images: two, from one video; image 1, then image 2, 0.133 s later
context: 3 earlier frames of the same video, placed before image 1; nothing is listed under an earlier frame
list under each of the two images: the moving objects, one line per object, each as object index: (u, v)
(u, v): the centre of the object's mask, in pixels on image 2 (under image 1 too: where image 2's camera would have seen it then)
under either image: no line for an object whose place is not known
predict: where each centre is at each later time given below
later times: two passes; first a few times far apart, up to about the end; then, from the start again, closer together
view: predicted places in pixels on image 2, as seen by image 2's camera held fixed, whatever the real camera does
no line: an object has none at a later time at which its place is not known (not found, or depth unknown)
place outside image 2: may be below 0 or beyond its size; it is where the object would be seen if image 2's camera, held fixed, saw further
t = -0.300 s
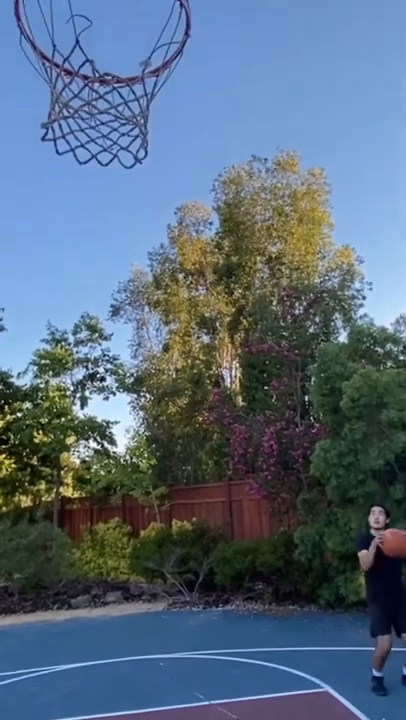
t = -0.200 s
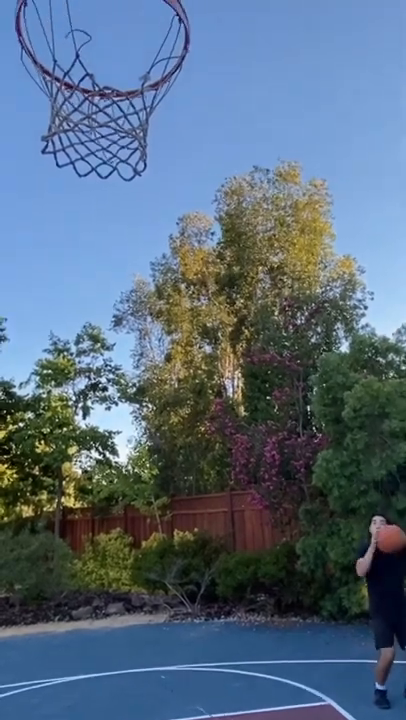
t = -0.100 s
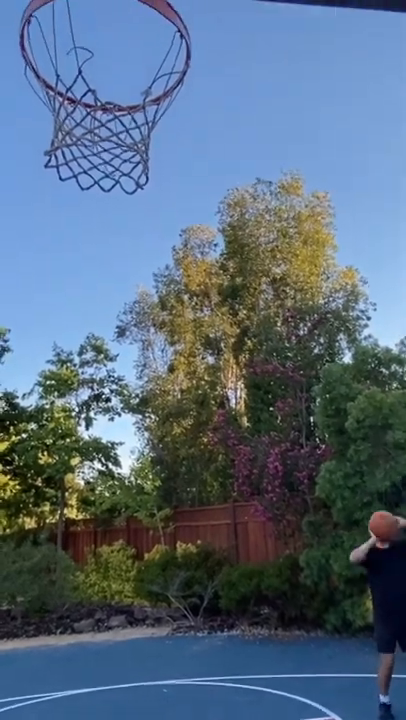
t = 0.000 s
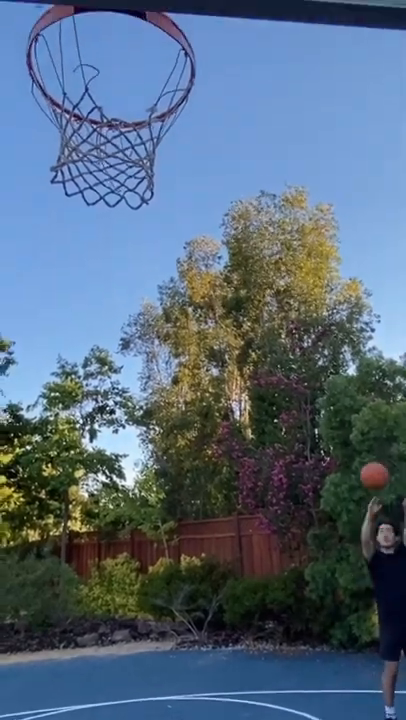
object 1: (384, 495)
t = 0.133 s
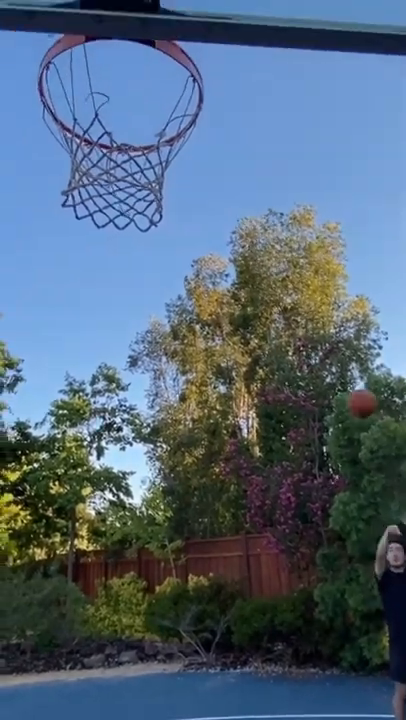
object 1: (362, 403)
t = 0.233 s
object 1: (344, 342)
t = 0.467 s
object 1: (300, 225)
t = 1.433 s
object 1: (181, 280)
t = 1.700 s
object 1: (293, 652)
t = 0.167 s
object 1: (355, 382)
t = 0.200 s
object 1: (350, 361)
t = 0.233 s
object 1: (344, 342)
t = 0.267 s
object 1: (339, 323)
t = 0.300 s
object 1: (333, 304)
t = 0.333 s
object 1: (327, 288)
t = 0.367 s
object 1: (321, 271)
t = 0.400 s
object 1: (315, 254)
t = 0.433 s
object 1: (306, 239)
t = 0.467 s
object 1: (300, 225)
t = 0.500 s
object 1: (292, 211)
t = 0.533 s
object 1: (285, 198)
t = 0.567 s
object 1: (277, 186)
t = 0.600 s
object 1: (273, 181)
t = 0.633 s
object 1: (265, 170)
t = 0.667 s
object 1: (257, 161)
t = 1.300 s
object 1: (136, 201)
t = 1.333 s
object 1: (150, 211)
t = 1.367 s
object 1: (161, 231)
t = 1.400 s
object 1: (171, 253)
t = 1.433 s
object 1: (181, 280)
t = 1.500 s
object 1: (206, 342)
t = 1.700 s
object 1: (293, 652)
